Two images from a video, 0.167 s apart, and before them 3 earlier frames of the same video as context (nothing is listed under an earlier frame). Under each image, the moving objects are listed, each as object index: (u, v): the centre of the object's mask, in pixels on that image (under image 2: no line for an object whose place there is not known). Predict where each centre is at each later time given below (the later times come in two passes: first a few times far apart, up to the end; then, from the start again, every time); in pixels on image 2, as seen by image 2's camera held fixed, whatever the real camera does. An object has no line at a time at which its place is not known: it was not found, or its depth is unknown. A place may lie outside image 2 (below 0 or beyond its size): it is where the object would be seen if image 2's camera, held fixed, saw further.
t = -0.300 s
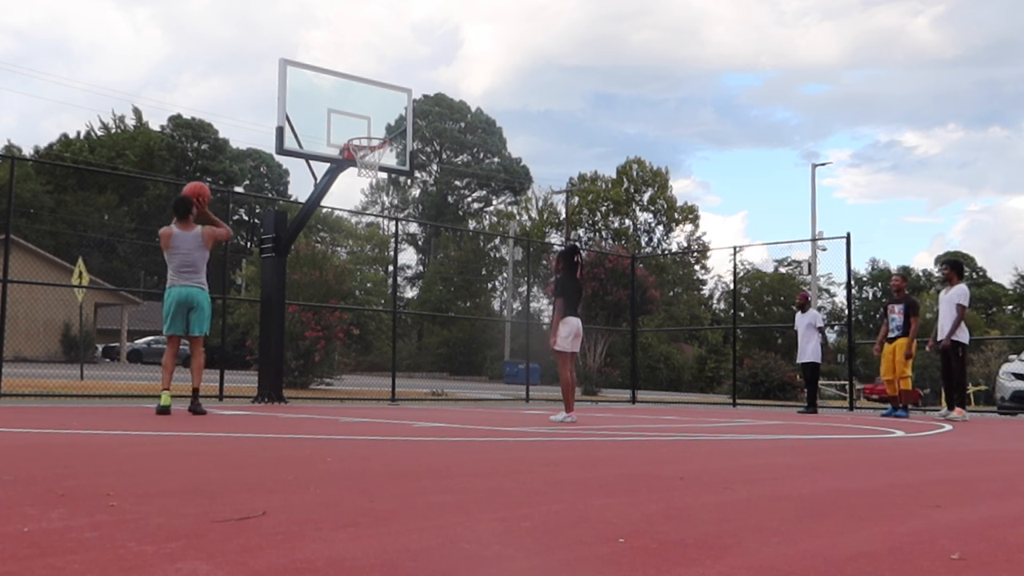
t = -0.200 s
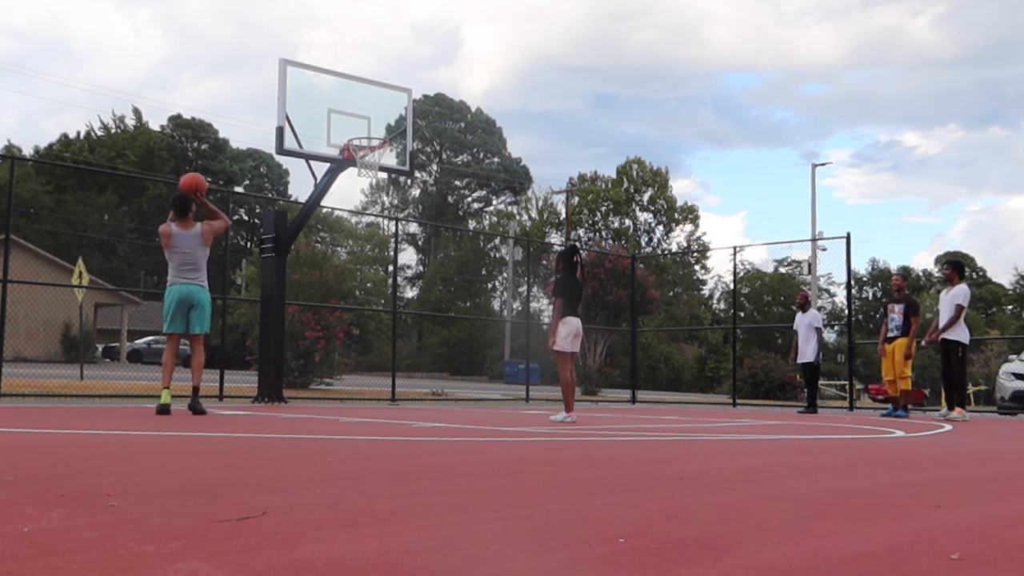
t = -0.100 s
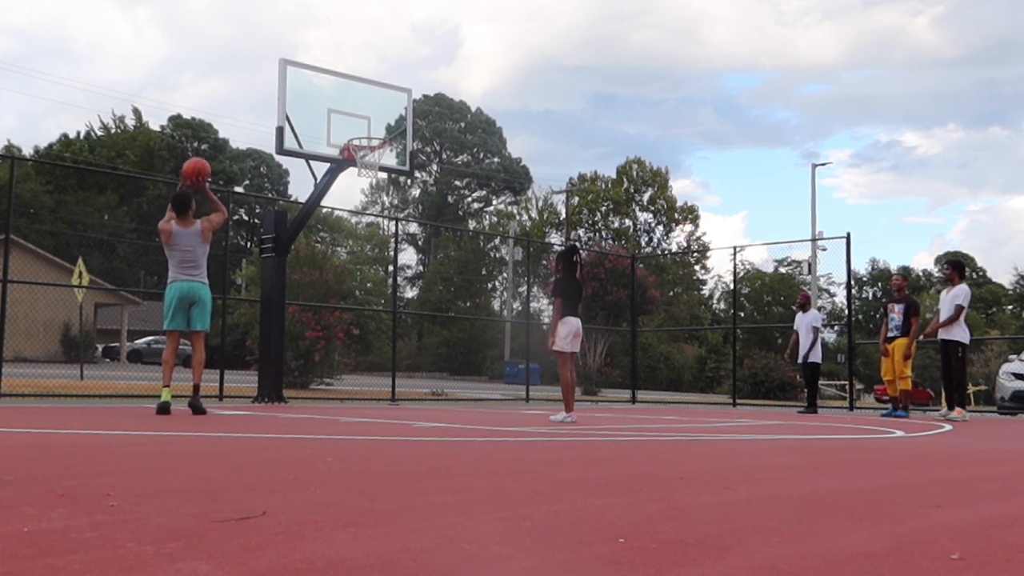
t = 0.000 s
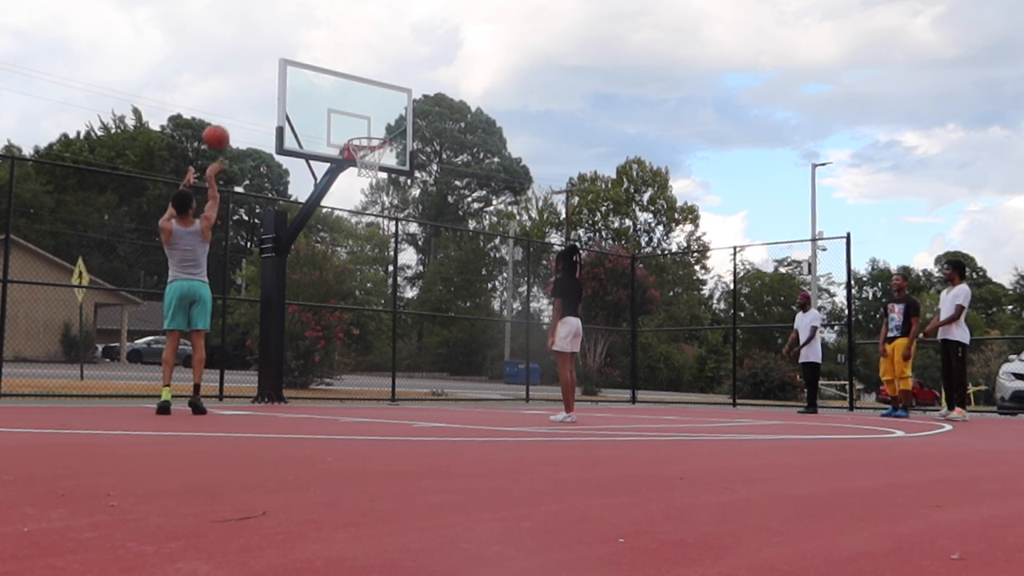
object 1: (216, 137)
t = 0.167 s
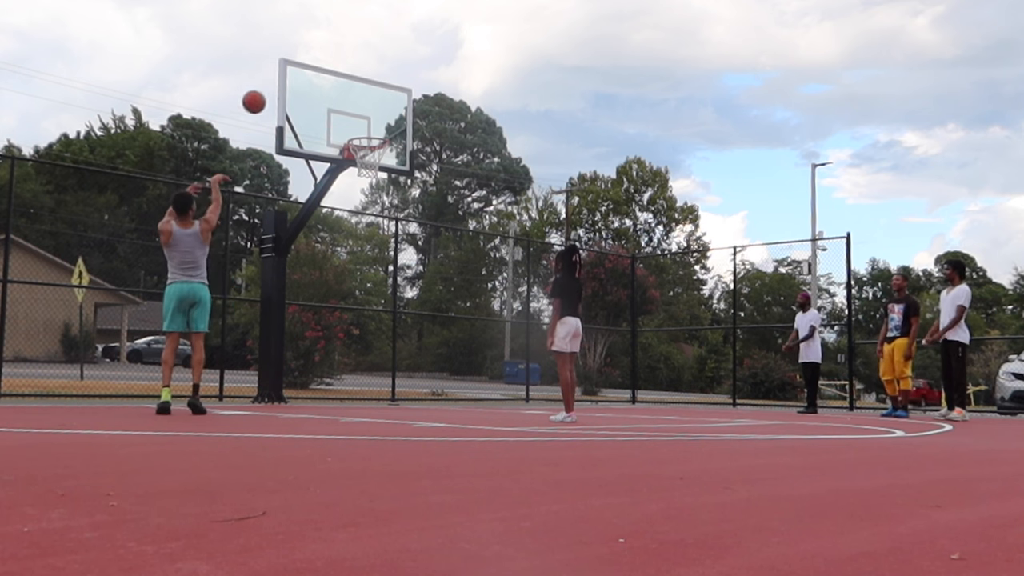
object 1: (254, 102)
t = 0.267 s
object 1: (273, 95)
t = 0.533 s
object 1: (318, 120)
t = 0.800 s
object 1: (332, 113)
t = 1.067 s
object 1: (312, 128)
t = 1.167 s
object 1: (304, 151)
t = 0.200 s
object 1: (260, 98)
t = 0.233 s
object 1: (267, 96)
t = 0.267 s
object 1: (273, 95)
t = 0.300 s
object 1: (279, 95)
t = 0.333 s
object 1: (285, 96)
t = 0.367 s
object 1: (291, 98)
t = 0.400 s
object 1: (297, 101)
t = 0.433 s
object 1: (302, 105)
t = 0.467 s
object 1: (308, 109)
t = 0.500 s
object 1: (313, 115)
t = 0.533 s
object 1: (318, 120)
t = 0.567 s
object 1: (326, 123)
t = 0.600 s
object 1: (333, 127)
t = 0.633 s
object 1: (341, 131)
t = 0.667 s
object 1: (341, 128)
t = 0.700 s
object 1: (338, 123)
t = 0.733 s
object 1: (336, 118)
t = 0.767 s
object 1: (334, 115)
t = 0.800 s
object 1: (332, 113)
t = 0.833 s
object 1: (330, 111)
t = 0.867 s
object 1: (328, 111)
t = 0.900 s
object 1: (325, 111)
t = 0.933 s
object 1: (323, 112)
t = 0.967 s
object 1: (320, 115)
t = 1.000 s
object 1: (318, 118)
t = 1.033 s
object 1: (315, 122)
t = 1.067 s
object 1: (312, 128)
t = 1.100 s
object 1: (310, 135)
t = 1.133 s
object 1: (307, 142)
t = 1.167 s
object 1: (304, 151)
